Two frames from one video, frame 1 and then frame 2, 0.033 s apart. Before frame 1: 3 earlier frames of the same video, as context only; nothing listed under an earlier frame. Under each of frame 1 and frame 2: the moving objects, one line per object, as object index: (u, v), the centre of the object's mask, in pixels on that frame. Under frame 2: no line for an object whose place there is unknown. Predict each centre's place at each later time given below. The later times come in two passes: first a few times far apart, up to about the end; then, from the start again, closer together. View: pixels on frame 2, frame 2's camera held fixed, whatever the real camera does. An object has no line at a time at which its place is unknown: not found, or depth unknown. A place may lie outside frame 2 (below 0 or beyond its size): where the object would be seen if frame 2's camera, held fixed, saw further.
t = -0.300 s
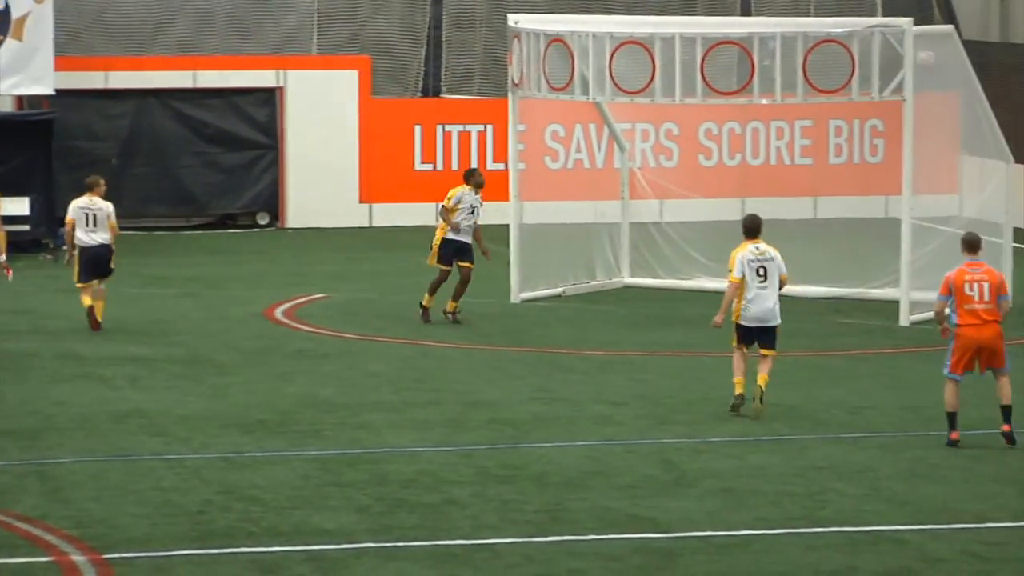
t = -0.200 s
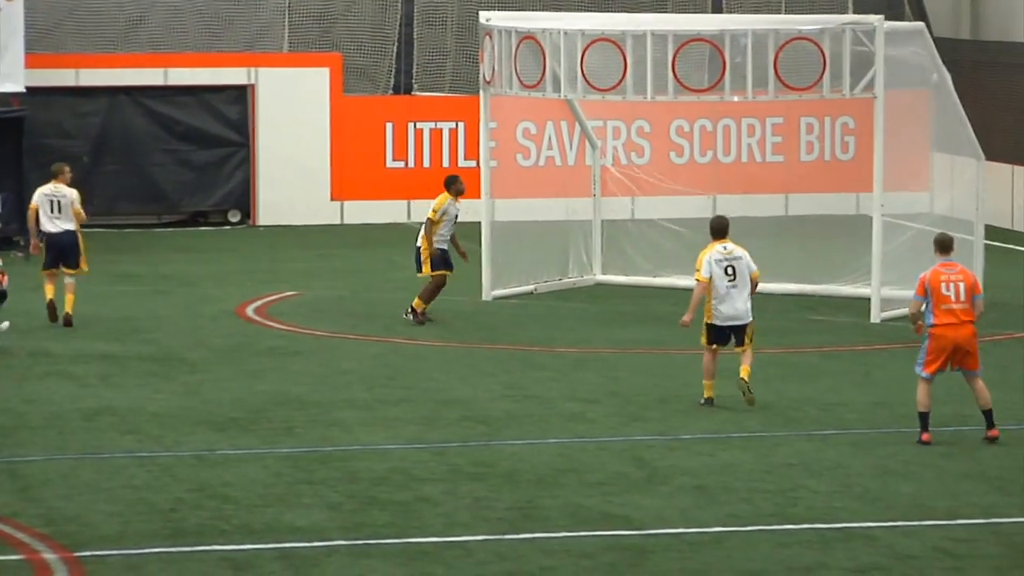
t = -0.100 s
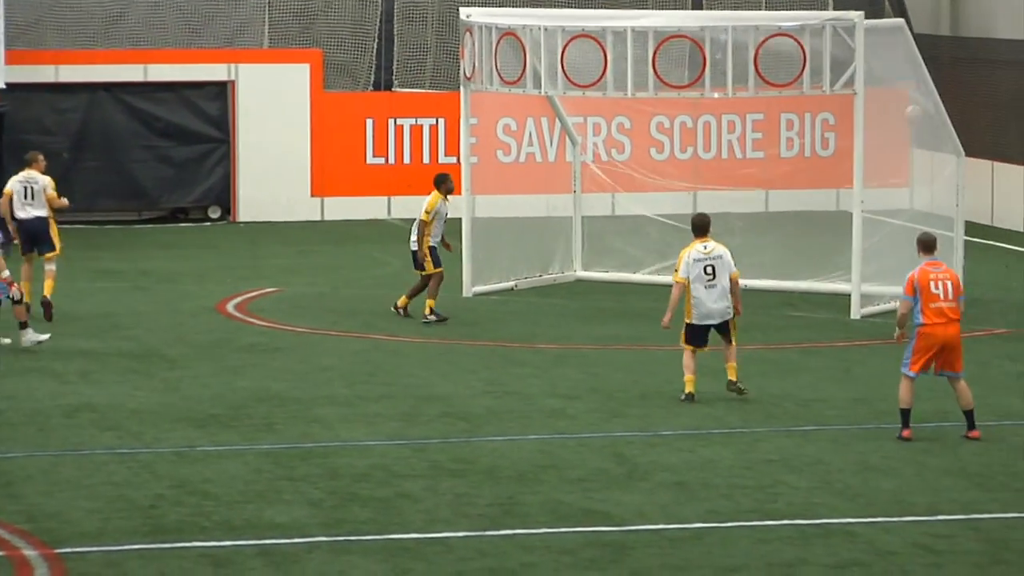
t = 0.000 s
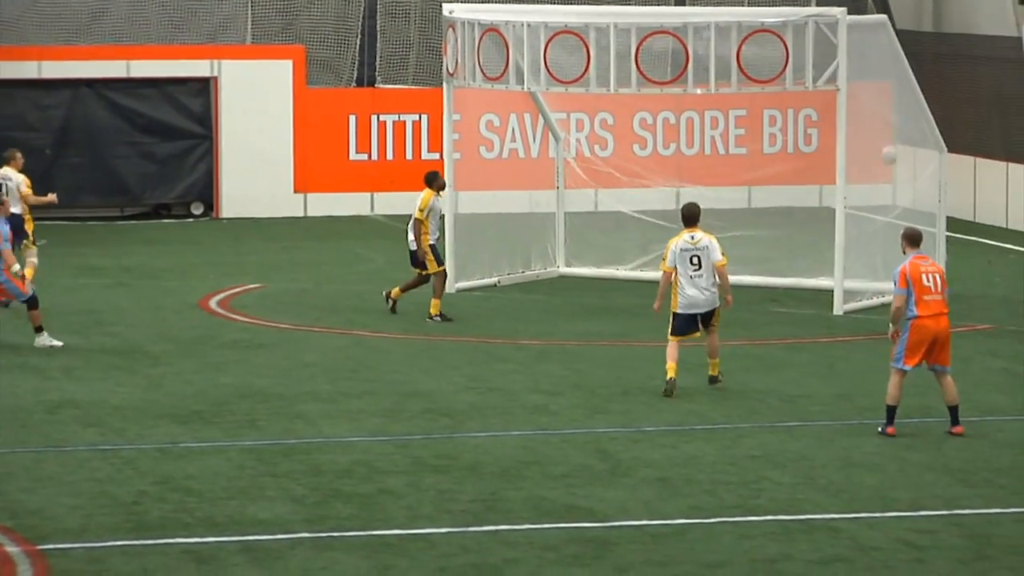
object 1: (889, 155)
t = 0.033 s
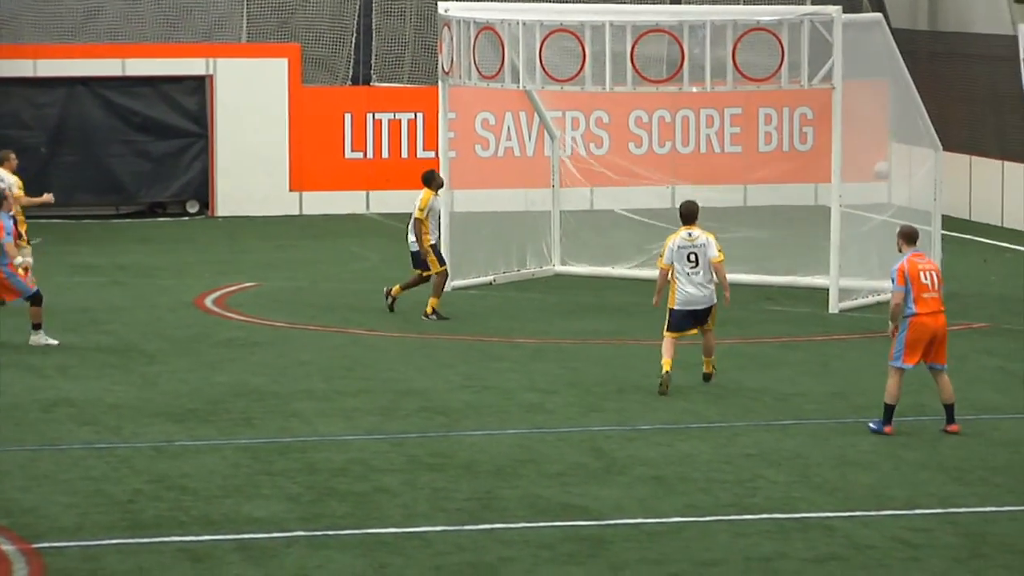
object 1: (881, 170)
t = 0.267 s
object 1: (858, 280)
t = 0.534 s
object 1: (791, 272)
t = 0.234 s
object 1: (868, 284)
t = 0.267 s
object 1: (858, 280)
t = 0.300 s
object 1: (848, 276)
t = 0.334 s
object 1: (842, 274)
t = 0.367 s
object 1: (825, 271)
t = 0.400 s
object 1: (817, 270)
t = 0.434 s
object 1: (807, 271)
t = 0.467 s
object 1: (802, 271)
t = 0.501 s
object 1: (797, 271)
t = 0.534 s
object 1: (791, 272)
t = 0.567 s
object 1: (786, 273)
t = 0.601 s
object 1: (780, 275)
